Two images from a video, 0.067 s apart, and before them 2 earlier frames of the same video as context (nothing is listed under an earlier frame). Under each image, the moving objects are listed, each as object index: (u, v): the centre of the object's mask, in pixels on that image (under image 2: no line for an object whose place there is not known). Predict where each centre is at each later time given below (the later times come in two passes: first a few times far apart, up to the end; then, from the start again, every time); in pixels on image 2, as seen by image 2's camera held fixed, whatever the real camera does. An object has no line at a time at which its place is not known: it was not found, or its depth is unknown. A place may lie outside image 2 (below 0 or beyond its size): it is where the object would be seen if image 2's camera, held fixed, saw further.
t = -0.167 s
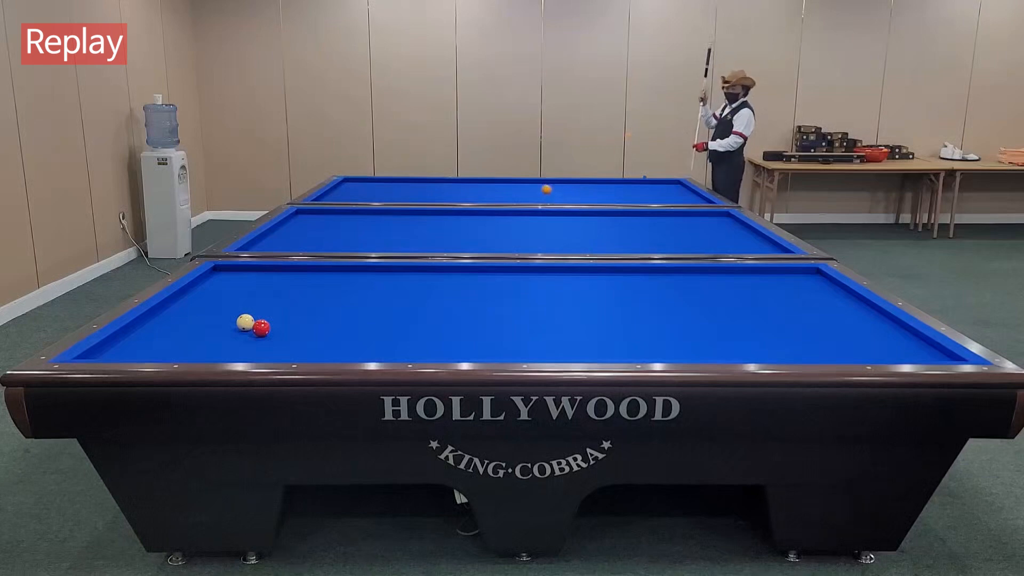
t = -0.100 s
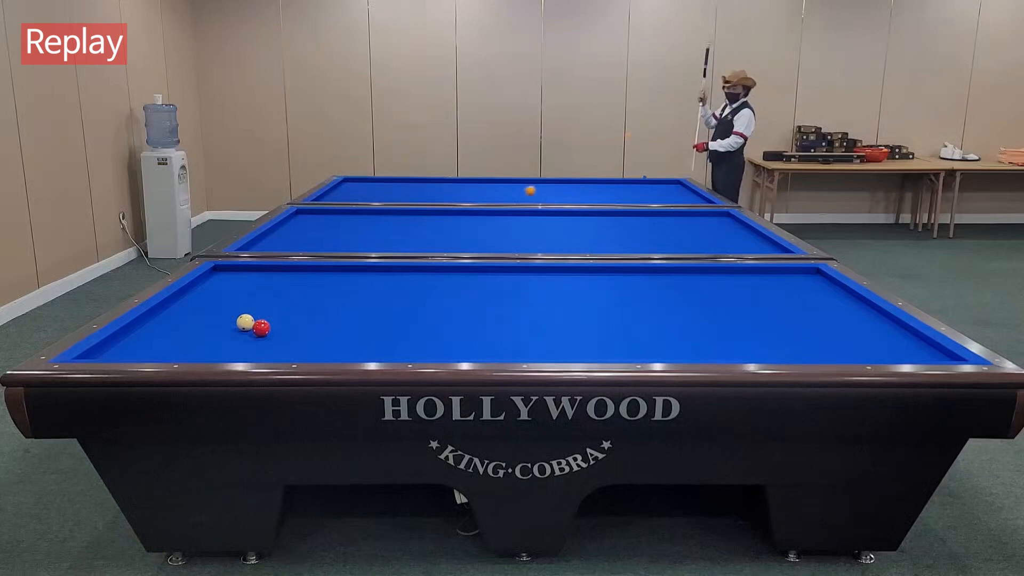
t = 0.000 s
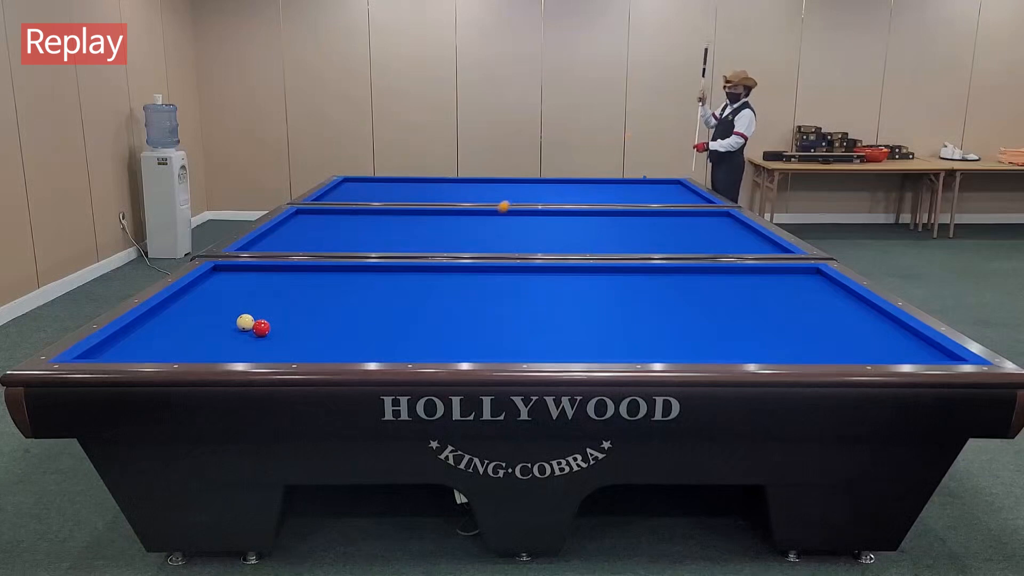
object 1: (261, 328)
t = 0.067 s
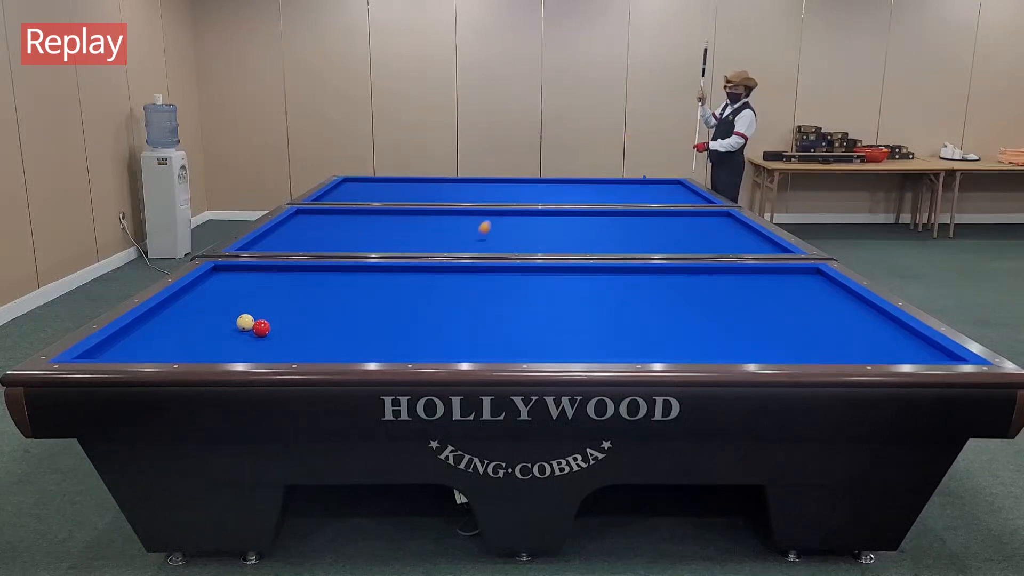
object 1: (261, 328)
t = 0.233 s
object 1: (261, 328)
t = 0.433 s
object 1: (261, 328)
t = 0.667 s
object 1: (261, 328)
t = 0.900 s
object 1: (261, 328)
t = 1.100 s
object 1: (261, 328)
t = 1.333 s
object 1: (261, 328)
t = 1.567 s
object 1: (293, 325)
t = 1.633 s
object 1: (306, 323)
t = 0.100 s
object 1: (261, 328)
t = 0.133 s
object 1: (261, 328)
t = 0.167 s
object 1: (261, 328)
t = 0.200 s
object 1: (261, 328)
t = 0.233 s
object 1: (261, 328)
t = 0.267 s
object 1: (261, 328)
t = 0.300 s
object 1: (261, 328)
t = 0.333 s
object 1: (261, 328)
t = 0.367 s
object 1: (261, 328)
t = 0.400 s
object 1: (261, 328)
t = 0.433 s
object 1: (261, 328)
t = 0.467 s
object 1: (261, 328)
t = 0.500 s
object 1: (261, 328)
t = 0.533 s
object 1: (261, 328)
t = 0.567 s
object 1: (261, 328)
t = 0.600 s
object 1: (261, 328)
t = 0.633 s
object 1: (261, 328)
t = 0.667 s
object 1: (261, 328)
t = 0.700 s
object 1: (261, 328)
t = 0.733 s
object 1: (261, 328)
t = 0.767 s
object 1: (261, 328)
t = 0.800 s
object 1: (261, 328)
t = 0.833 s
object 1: (261, 328)
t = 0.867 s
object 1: (261, 328)
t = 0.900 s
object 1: (261, 328)
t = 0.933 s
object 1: (261, 328)
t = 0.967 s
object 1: (261, 328)
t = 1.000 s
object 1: (261, 328)
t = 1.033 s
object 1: (261, 328)
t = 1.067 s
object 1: (261, 328)
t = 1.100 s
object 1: (261, 328)
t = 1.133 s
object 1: (261, 328)
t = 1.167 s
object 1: (261, 328)
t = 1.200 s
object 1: (261, 328)
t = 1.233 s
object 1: (261, 328)
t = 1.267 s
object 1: (261, 328)
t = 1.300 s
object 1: (261, 328)
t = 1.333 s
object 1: (261, 328)
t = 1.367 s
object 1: (261, 328)
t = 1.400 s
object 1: (261, 328)
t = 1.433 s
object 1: (261, 328)
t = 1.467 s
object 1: (270, 327)
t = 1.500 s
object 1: (278, 326)
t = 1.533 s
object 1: (286, 325)
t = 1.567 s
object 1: (293, 325)
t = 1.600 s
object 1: (299, 324)
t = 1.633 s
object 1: (306, 323)
